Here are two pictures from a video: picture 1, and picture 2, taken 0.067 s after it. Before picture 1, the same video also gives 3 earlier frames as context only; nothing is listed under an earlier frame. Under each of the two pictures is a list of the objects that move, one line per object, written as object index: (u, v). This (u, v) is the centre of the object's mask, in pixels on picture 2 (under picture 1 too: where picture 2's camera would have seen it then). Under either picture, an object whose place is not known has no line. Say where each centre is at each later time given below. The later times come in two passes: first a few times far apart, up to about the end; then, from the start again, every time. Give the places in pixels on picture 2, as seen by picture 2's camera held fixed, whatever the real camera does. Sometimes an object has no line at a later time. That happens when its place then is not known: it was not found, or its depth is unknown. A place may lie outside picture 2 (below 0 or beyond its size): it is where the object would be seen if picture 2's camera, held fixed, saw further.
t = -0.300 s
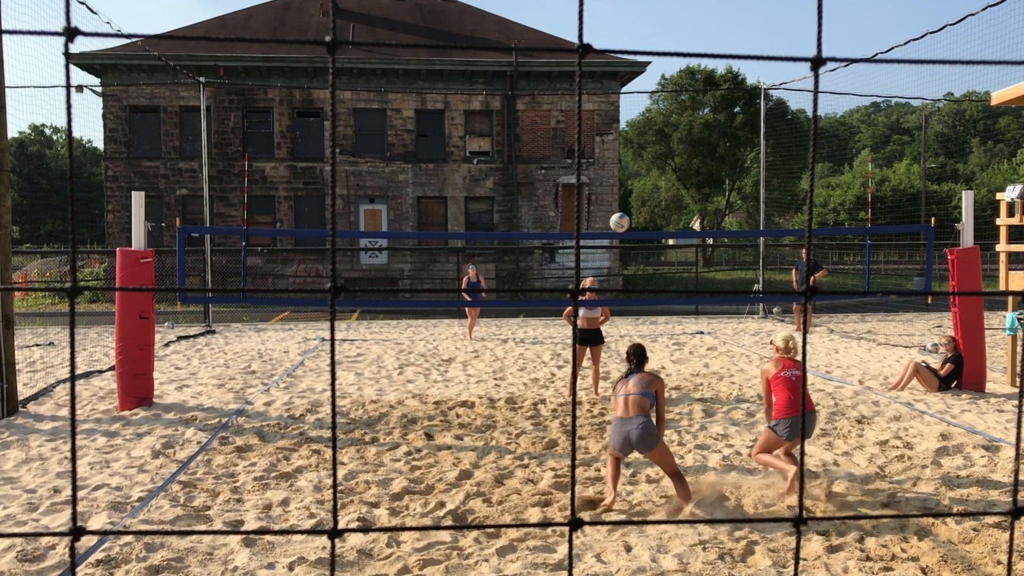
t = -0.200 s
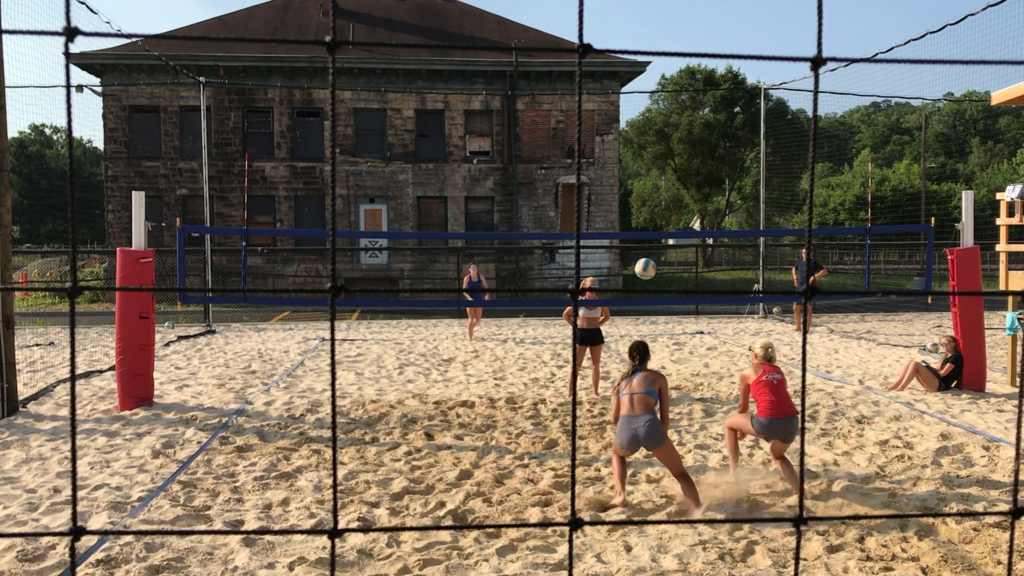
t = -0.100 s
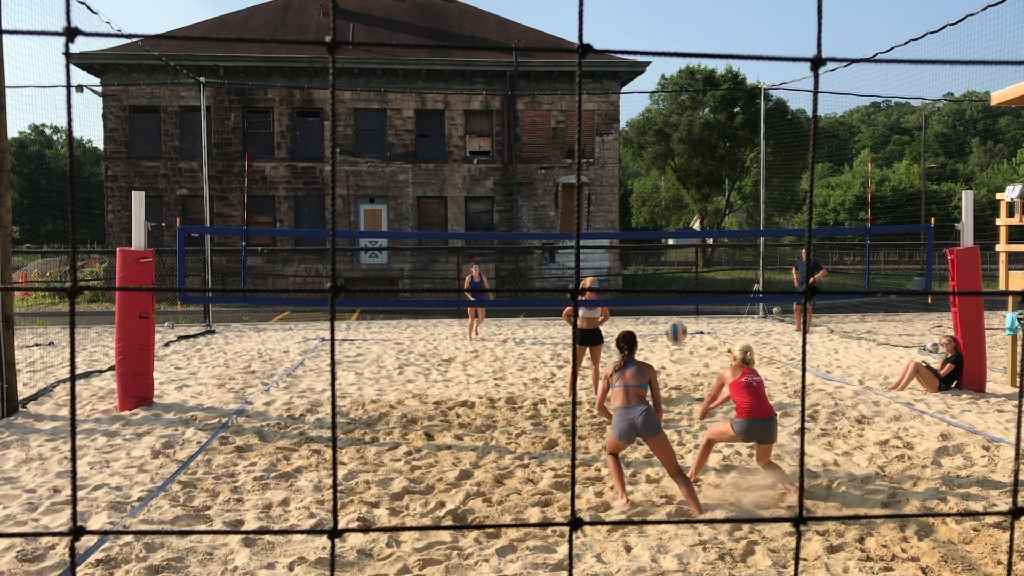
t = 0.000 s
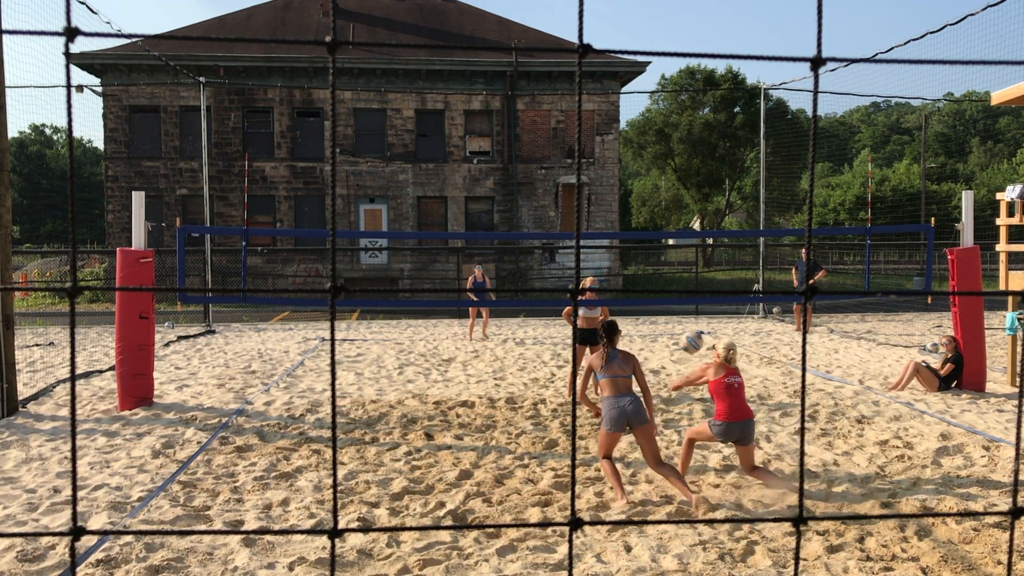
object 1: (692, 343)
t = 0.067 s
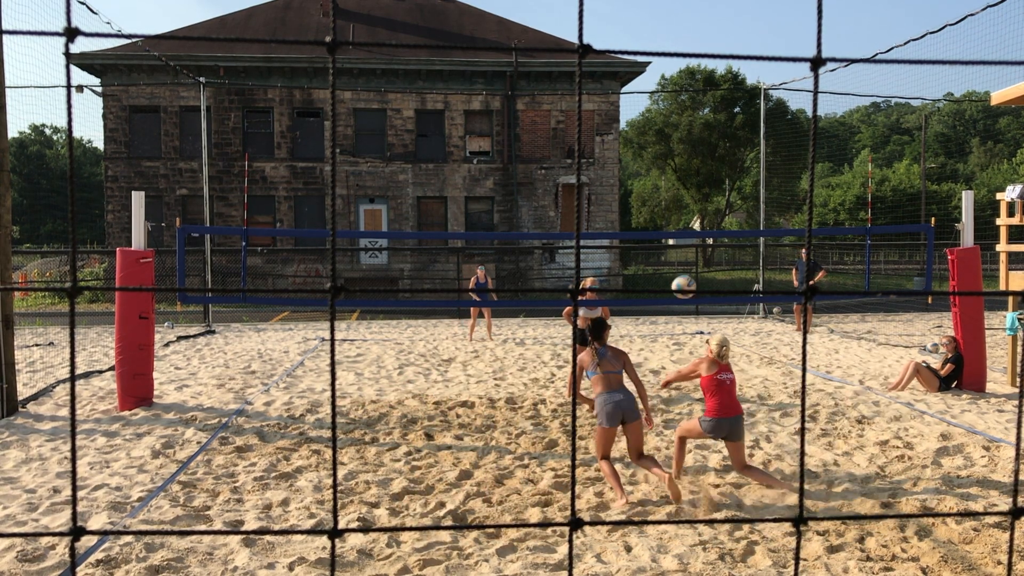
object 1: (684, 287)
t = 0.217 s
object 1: (669, 183)
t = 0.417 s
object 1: (654, 82)
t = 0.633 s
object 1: (640, 20)
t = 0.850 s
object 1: (627, 8)
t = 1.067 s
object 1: (614, 41)
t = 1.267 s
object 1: (603, 114)
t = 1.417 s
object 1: (594, 190)
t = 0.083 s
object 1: (682, 274)
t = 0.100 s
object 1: (680, 261)
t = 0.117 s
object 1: (678, 250)
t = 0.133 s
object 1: (676, 238)
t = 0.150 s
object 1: (675, 226)
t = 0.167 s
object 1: (673, 215)
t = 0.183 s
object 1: (672, 204)
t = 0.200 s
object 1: (671, 193)
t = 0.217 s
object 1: (669, 183)
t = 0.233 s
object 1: (668, 172)
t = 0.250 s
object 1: (666, 163)
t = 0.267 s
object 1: (665, 153)
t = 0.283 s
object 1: (664, 144)
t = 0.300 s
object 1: (662, 136)
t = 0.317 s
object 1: (661, 127)
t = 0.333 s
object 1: (660, 119)
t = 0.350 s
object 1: (659, 111)
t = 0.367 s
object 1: (657, 103)
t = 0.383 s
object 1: (656, 96)
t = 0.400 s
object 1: (655, 88)
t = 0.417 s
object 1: (654, 82)
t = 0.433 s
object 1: (653, 75)
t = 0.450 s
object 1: (652, 69)
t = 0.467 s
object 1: (650, 64)
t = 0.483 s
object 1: (650, 57)
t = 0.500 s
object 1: (649, 52)
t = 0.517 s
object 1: (648, 47)
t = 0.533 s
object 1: (647, 41)
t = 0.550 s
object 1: (645, 38)
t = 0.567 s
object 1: (644, 33)
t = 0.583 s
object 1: (643, 30)
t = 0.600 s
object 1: (642, 26)
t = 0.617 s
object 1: (641, 23)
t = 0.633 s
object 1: (640, 20)
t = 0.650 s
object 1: (639, 17)
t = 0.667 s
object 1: (638, 15)
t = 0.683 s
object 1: (637, 12)
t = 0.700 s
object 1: (636, 11)
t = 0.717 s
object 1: (635, 10)
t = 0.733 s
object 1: (634, 9)
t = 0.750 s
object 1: (632, 9)
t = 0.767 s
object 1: (632, 8)
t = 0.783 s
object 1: (631, 8)
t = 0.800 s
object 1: (630, 8)
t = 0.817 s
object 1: (629, 8)
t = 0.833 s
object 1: (628, 8)
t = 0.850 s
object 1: (627, 8)
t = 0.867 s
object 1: (626, 9)
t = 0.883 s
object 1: (625, 10)
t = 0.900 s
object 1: (624, 11)
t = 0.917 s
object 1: (623, 12)
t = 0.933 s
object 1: (622, 15)
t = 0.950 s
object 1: (621, 17)
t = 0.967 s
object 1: (620, 20)
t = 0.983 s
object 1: (619, 23)
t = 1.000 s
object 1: (618, 26)
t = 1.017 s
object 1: (617, 29)
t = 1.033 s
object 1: (616, 33)
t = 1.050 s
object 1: (615, 38)
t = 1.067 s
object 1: (614, 41)
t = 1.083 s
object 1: (613, 46)
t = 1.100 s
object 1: (612, 51)
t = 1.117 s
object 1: (612, 56)
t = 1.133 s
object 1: (611, 63)
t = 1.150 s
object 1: (610, 67)
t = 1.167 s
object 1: (609, 73)
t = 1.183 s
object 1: (608, 80)
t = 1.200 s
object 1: (607, 86)
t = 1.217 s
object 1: (606, 93)
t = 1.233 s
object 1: (605, 99)
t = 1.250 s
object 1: (604, 107)
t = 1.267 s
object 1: (603, 114)
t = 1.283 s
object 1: (602, 122)
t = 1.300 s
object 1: (602, 129)
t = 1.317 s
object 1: (601, 137)
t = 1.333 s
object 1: (600, 145)
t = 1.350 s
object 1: (599, 154)
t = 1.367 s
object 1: (597, 163)
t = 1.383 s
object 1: (597, 172)
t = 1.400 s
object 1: (595, 181)
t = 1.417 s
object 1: (594, 190)
